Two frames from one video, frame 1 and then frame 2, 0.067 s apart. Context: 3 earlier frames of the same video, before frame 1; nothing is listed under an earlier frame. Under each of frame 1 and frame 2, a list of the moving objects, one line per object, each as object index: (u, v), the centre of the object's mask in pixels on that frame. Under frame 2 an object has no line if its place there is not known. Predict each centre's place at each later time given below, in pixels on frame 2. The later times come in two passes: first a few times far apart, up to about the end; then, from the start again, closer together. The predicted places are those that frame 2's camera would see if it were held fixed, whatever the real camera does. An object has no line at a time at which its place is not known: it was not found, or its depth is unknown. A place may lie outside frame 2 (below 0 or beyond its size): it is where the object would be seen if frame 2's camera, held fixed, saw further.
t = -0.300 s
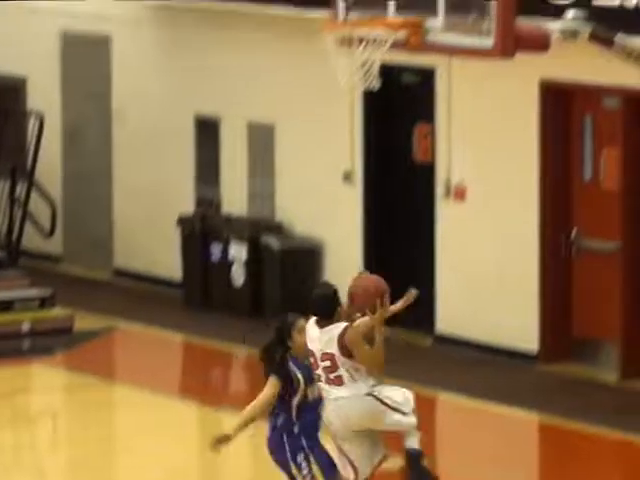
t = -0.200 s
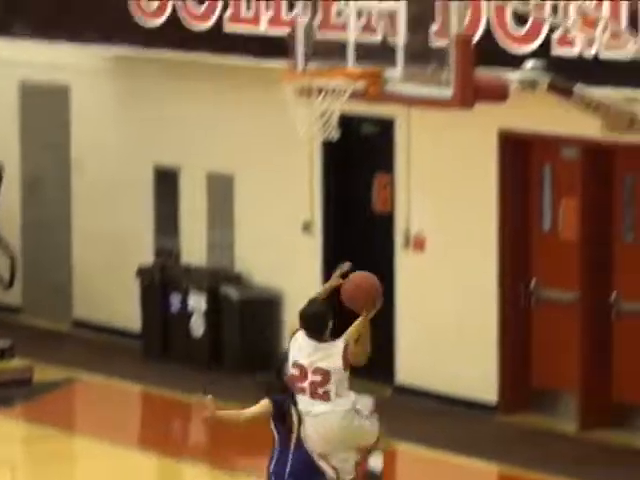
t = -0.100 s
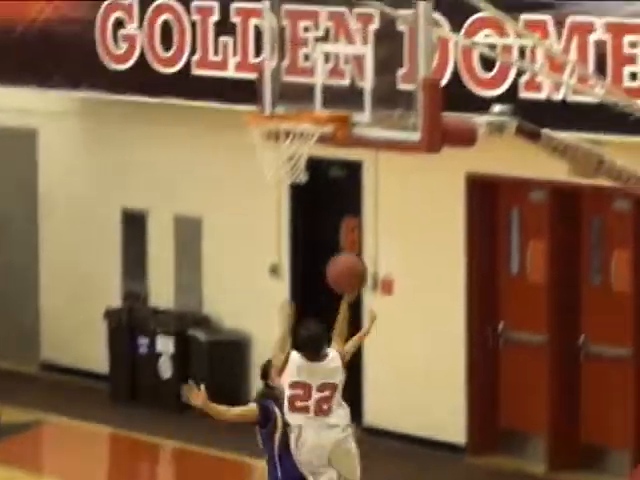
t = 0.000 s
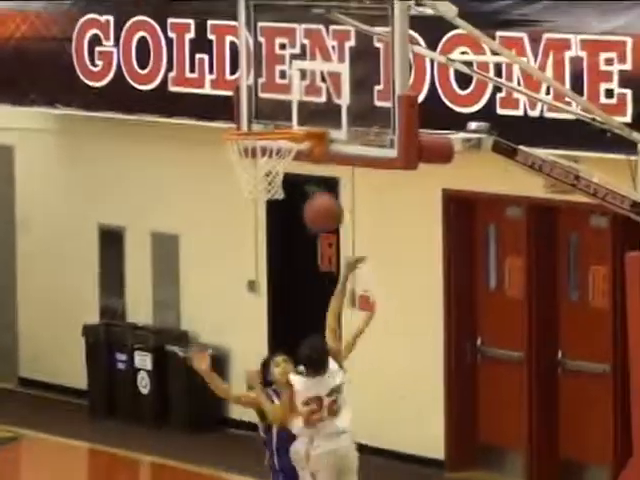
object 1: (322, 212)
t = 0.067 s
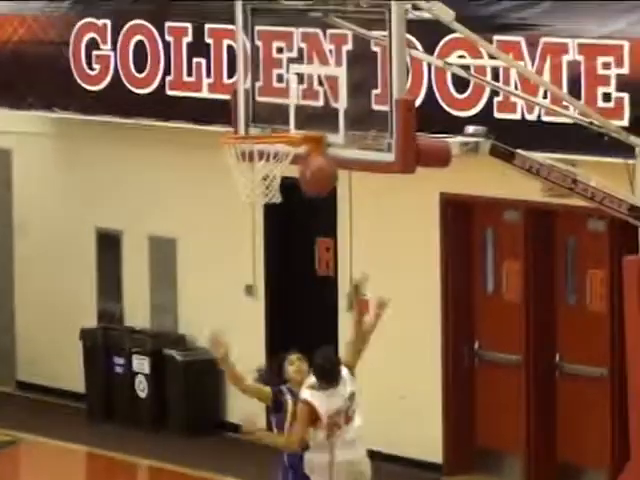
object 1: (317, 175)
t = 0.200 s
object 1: (314, 115)
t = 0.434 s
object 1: (296, 85)
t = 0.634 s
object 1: (241, 111)
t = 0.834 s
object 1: (209, 105)
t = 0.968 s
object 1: (187, 135)
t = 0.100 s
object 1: (317, 157)
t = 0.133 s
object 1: (316, 143)
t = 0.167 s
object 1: (314, 127)
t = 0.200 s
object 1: (314, 115)
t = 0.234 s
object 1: (311, 102)
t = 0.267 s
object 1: (310, 97)
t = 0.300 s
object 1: (310, 92)
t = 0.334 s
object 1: (308, 86)
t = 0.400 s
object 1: (305, 83)
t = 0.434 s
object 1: (296, 85)
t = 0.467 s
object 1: (286, 88)
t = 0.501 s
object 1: (276, 93)
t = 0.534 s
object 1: (267, 97)
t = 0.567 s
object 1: (258, 109)
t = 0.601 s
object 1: (248, 118)
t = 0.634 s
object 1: (241, 111)
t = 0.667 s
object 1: (235, 106)
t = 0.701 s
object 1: (230, 102)
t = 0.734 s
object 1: (225, 101)
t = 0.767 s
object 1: (220, 101)
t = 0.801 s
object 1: (217, 103)
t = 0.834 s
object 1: (209, 105)
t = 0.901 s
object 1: (197, 115)
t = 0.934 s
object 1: (192, 124)
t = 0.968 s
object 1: (187, 135)
